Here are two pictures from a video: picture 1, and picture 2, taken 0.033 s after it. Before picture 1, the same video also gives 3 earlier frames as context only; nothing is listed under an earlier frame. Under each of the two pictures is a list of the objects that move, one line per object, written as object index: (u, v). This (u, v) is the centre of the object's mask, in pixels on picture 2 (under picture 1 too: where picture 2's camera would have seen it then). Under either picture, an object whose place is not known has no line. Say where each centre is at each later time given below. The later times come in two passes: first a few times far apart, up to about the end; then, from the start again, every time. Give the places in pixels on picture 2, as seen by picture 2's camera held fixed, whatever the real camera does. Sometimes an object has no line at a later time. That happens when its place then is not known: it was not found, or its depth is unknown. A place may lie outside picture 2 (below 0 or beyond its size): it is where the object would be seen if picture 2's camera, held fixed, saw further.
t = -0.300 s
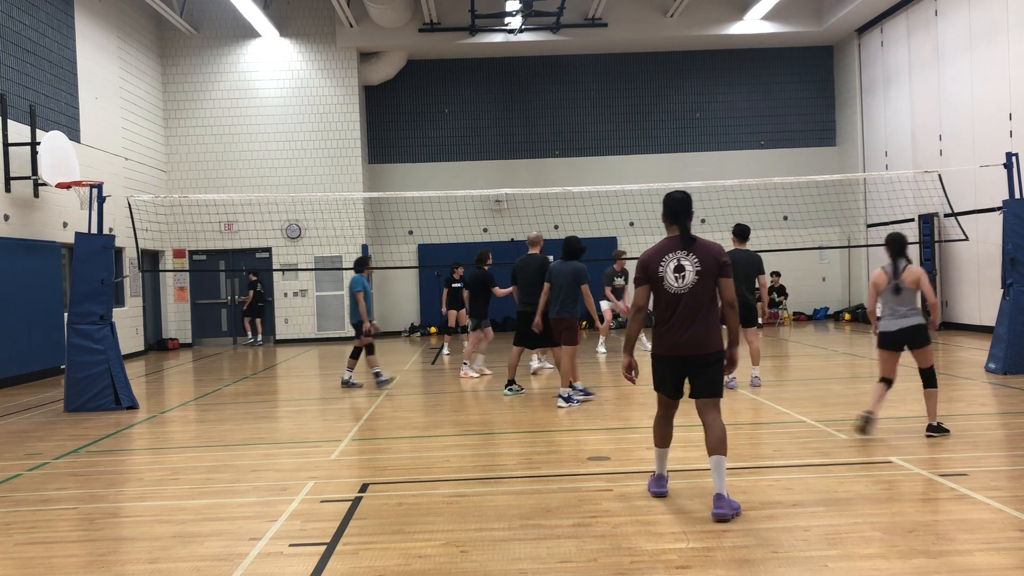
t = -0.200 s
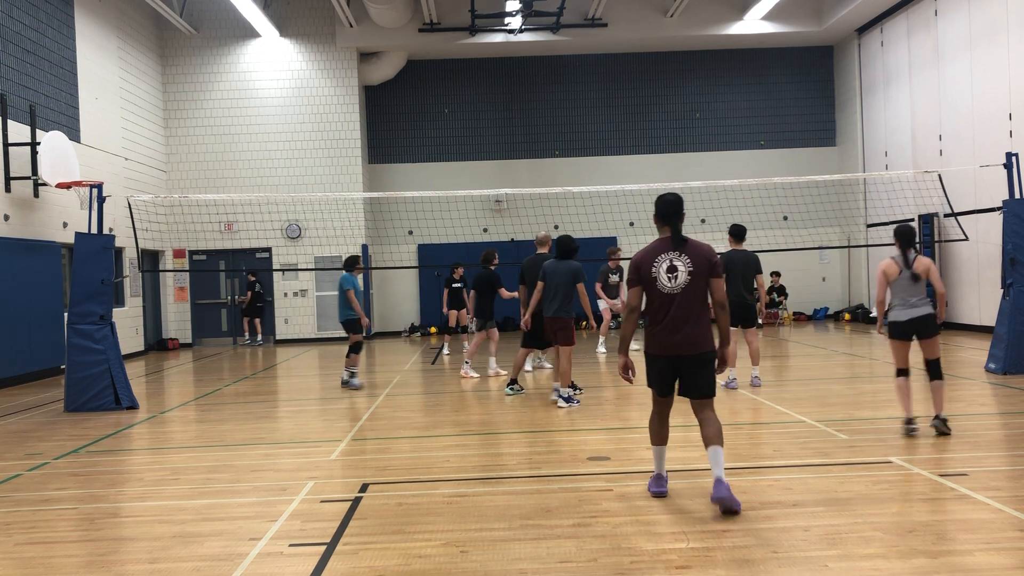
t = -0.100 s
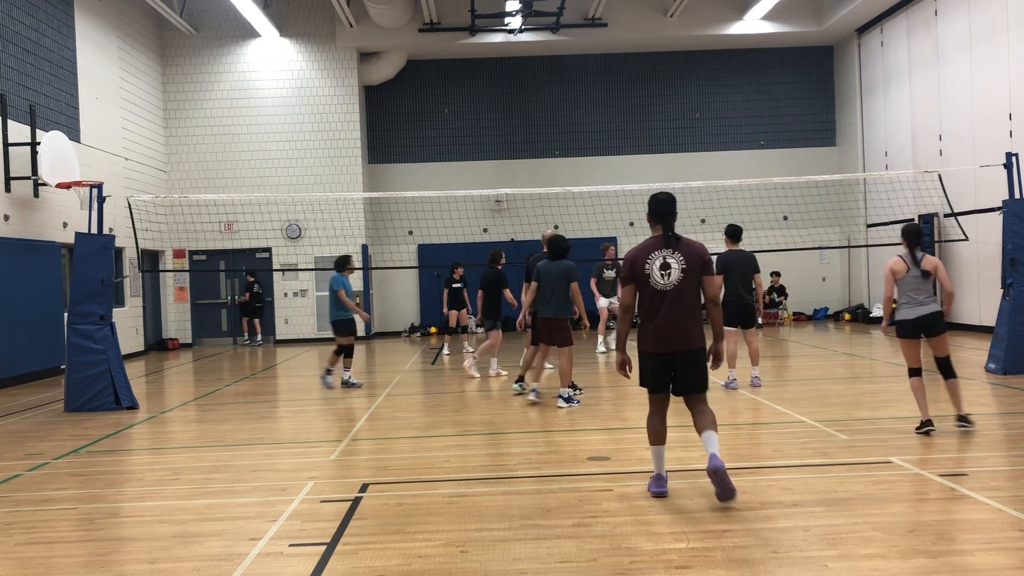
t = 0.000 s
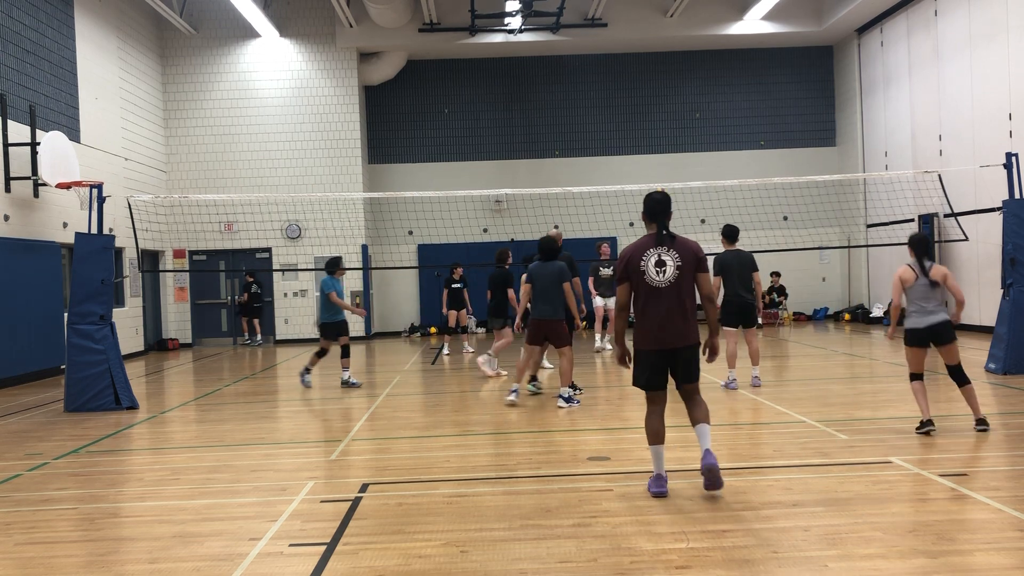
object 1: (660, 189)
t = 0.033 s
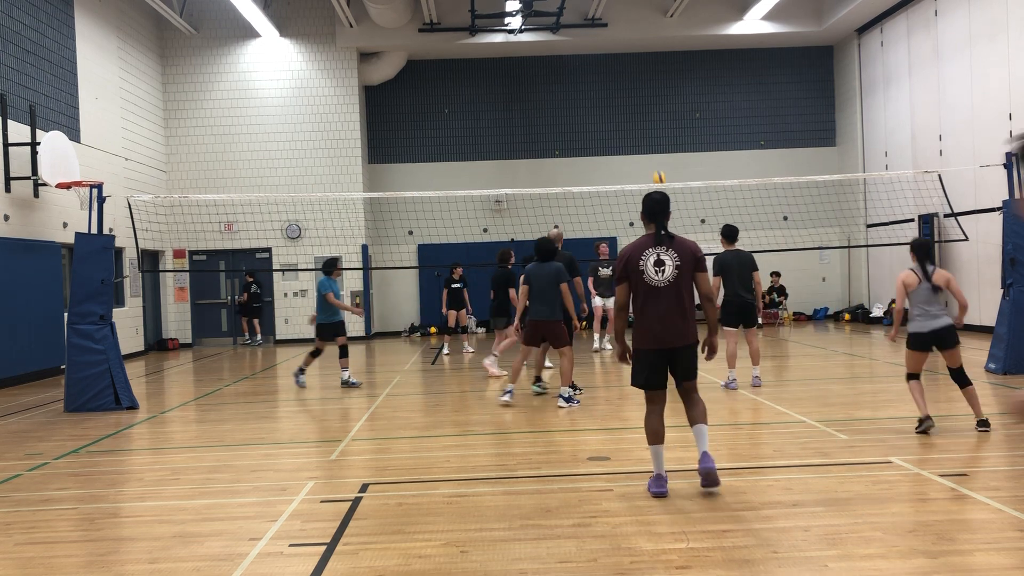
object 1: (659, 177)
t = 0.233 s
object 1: (646, 115)
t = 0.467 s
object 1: (630, 68)
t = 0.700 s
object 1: (615, 55)
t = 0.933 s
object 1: (600, 78)
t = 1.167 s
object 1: (585, 141)
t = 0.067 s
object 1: (657, 167)
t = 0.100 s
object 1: (654, 154)
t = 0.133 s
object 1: (652, 145)
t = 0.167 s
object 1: (650, 134)
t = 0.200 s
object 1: (648, 123)
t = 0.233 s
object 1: (646, 115)
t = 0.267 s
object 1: (644, 106)
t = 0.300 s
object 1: (642, 99)
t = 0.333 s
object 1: (639, 91)
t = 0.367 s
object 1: (637, 84)
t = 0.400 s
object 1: (635, 78)
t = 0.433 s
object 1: (633, 73)
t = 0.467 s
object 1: (630, 68)
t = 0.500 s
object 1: (628, 64)
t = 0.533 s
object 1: (626, 61)
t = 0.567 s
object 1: (624, 58)
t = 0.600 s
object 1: (621, 56)
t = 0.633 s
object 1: (619, 55)
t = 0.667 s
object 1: (617, 55)
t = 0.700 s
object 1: (615, 55)
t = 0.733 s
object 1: (613, 56)
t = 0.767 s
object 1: (610, 58)
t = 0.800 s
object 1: (608, 60)
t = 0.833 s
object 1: (606, 64)
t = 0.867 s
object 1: (604, 68)
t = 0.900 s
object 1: (602, 73)
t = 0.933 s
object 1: (600, 78)
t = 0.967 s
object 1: (597, 85)
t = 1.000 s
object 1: (595, 92)
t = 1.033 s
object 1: (593, 100)
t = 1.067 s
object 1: (591, 109)
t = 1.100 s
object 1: (589, 118)
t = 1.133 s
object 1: (587, 130)
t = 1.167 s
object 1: (585, 141)
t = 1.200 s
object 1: (583, 152)
